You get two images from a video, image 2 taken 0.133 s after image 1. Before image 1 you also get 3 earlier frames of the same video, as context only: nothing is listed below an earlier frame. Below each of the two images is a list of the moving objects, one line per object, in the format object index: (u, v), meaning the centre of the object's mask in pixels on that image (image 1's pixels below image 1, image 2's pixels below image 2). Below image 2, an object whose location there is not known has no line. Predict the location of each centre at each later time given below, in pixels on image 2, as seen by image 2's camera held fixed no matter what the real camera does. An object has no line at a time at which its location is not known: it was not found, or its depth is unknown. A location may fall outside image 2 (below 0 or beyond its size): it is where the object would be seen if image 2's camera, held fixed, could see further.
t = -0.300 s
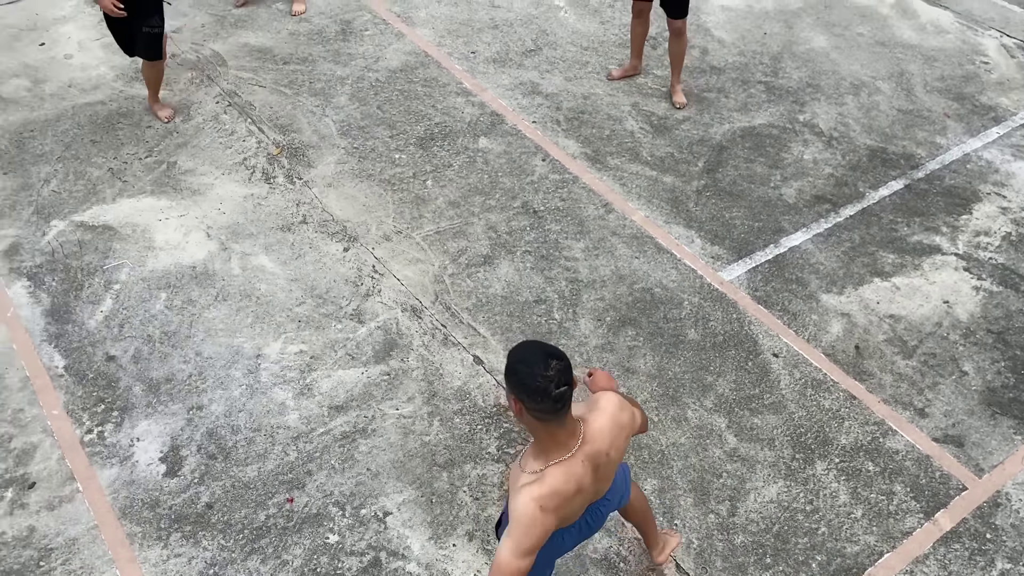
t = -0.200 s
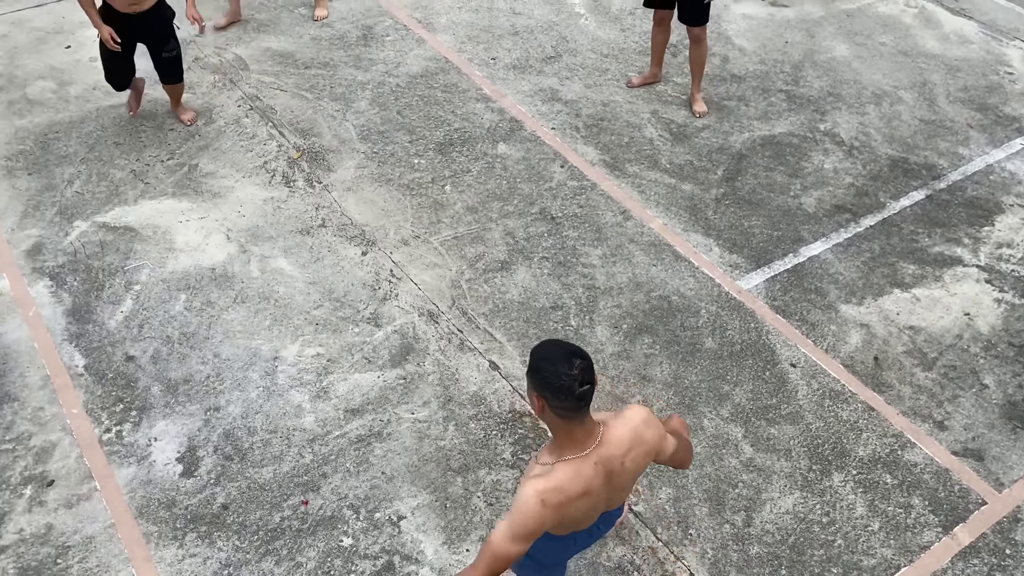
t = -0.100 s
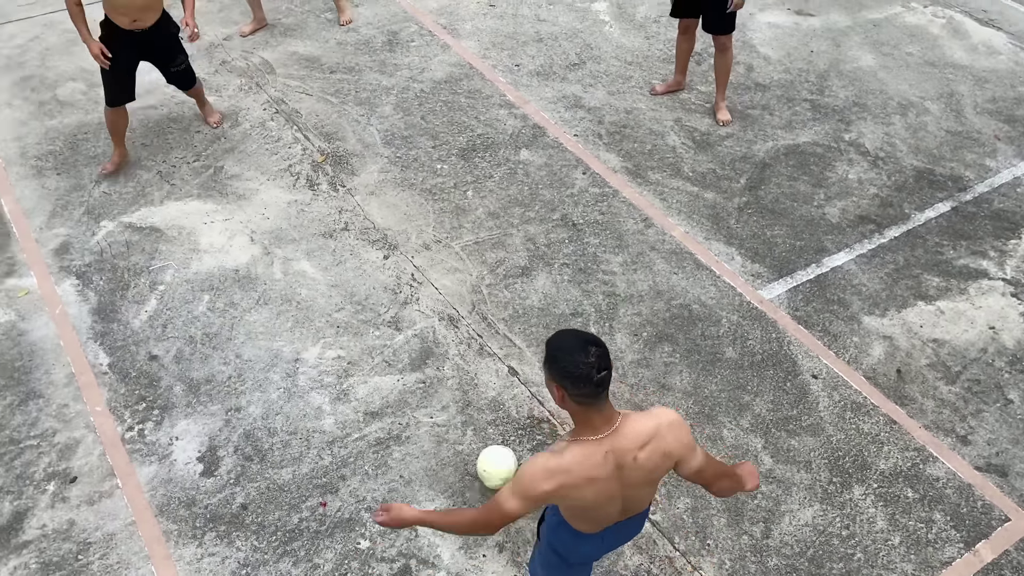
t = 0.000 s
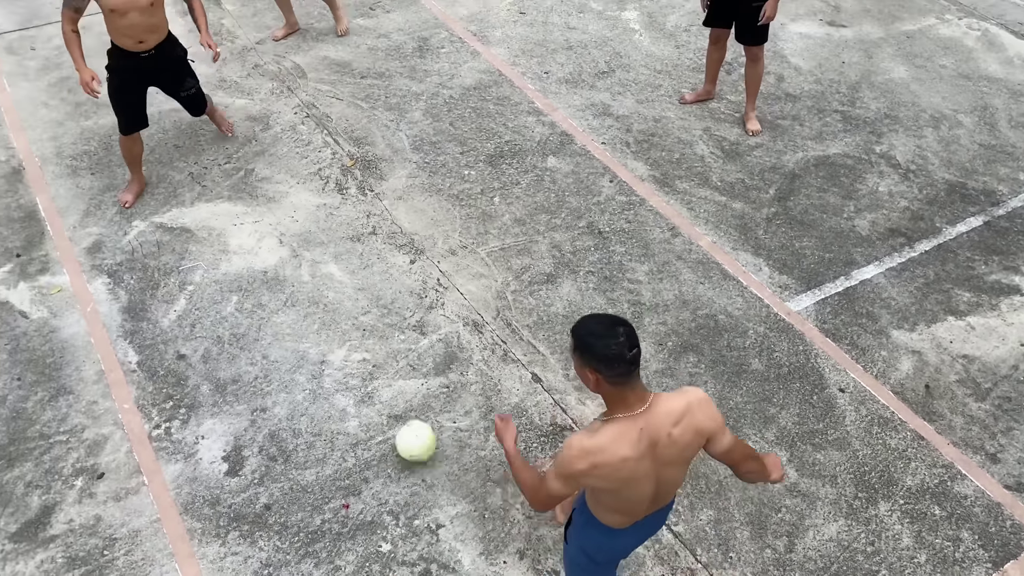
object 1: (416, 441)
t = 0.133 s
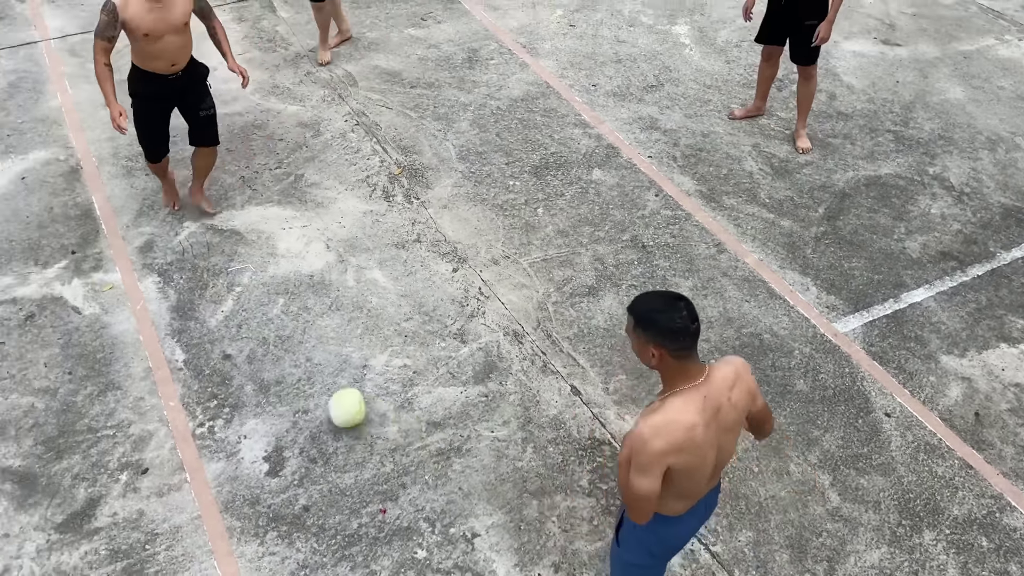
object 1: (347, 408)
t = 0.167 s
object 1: (323, 400)
